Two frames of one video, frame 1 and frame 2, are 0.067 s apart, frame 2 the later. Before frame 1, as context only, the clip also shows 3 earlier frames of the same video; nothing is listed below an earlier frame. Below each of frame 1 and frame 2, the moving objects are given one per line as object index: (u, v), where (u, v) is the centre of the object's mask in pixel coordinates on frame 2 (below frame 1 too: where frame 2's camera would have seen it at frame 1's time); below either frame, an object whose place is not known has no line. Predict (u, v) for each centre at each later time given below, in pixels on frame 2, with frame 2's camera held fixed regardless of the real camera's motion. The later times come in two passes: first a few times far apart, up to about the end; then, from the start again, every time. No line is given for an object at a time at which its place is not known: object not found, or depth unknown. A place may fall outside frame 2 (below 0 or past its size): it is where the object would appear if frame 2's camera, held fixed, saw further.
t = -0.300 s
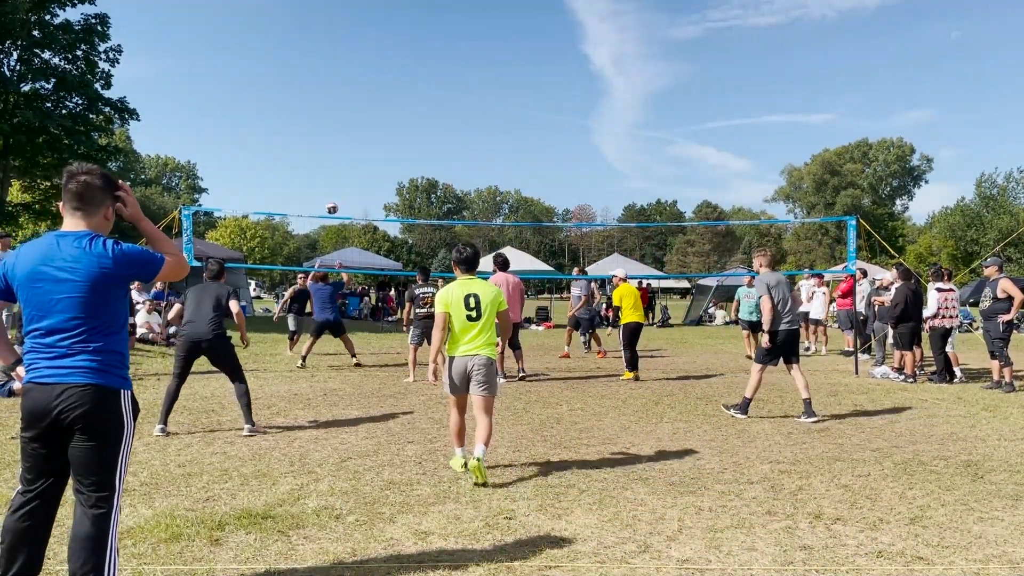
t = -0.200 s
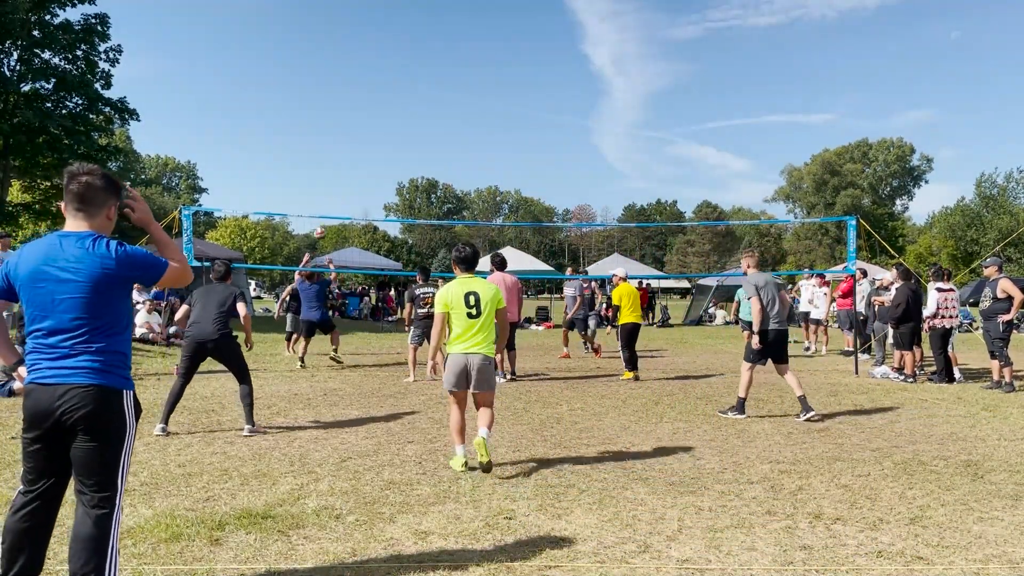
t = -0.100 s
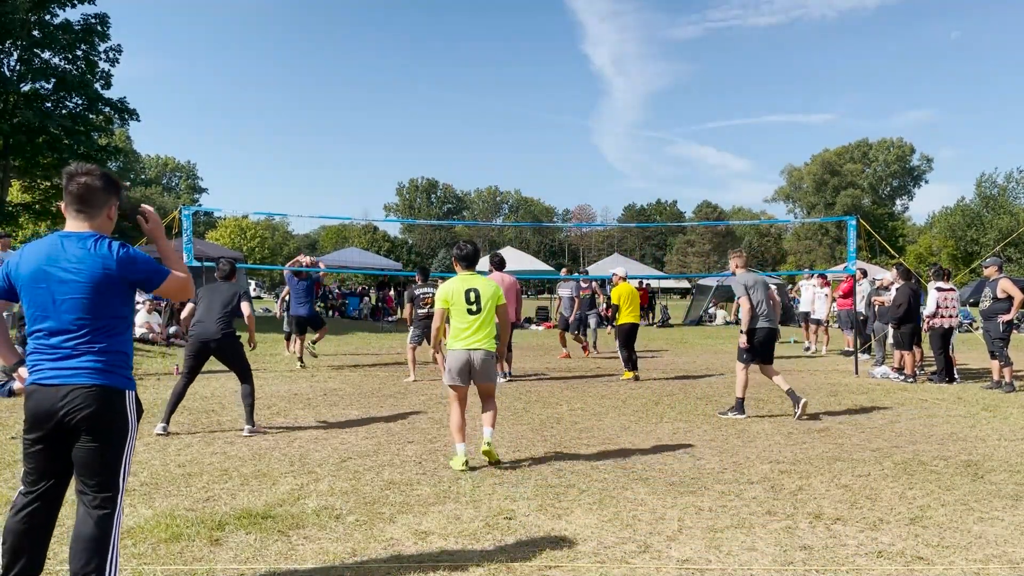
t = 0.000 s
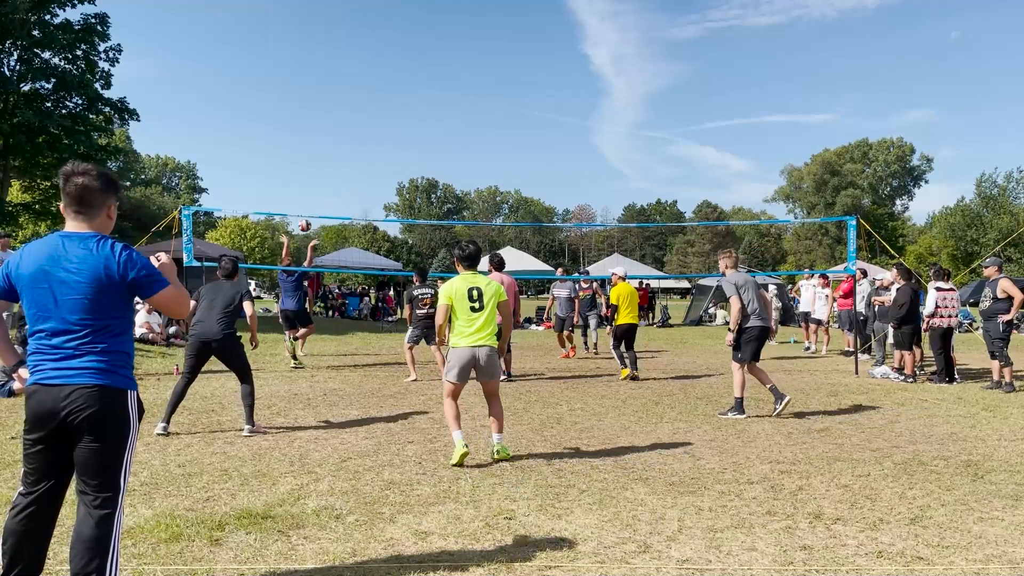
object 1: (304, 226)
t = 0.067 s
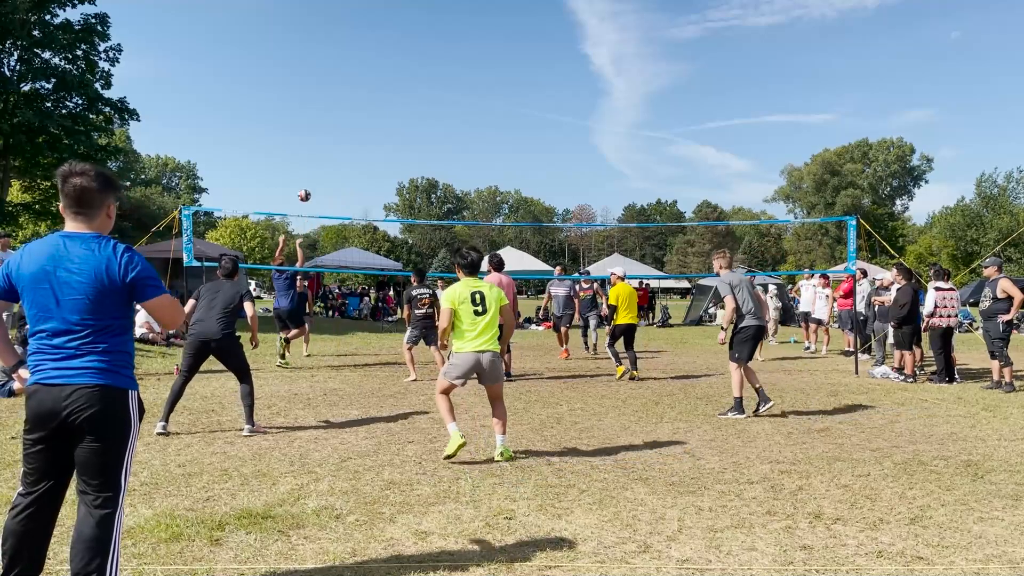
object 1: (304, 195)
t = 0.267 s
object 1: (303, 124)
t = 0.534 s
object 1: (302, 68)
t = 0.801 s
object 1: (302, 57)
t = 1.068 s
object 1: (302, 89)
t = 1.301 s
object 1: (303, 152)
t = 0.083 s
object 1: (304, 188)
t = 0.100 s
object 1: (304, 182)
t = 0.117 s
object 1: (304, 175)
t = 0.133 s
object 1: (304, 168)
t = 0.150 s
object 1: (304, 162)
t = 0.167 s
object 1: (304, 156)
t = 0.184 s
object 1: (303, 150)
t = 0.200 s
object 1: (303, 145)
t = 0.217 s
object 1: (303, 139)
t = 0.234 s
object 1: (303, 134)
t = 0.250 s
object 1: (303, 129)
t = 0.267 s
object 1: (303, 124)
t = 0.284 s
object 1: (303, 119)
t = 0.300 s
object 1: (303, 114)
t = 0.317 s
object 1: (303, 110)
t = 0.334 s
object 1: (303, 106)
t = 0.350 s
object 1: (303, 102)
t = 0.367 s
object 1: (303, 98)
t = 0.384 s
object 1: (303, 94)
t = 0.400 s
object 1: (303, 90)
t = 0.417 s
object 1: (303, 87)
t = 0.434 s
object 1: (302, 84)
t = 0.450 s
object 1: (302, 81)
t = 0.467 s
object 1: (302, 78)
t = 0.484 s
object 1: (302, 75)
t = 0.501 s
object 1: (302, 73)
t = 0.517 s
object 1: (302, 70)
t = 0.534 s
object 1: (302, 68)
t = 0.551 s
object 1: (302, 66)
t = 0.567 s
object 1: (303, 64)
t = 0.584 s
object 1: (303, 63)
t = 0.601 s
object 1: (302, 61)
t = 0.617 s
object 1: (302, 60)
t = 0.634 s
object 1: (302, 59)
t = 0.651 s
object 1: (302, 58)
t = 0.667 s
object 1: (302, 57)
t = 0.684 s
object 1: (302, 56)
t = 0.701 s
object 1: (302, 56)
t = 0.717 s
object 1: (302, 56)
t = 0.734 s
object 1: (302, 55)
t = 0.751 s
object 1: (302, 56)
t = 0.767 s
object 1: (302, 56)
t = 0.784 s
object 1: (302, 56)
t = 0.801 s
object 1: (302, 57)
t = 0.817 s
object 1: (302, 58)
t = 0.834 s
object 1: (302, 59)
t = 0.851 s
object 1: (302, 60)
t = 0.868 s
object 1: (302, 61)
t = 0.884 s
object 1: (302, 62)
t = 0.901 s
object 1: (302, 64)
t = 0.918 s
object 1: (302, 66)
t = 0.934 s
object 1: (302, 68)
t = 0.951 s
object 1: (302, 70)
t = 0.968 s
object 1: (302, 72)
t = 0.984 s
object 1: (302, 75)
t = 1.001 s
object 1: (302, 77)
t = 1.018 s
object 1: (302, 80)
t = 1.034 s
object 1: (302, 83)
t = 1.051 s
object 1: (302, 86)
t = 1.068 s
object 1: (302, 89)
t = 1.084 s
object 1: (302, 92)
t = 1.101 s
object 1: (302, 96)
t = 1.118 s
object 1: (302, 100)
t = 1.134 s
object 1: (302, 104)
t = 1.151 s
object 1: (302, 108)
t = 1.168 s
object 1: (302, 112)
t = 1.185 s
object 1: (302, 117)
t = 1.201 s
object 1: (302, 121)
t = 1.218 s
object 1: (302, 126)
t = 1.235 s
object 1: (302, 131)
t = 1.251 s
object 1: (302, 136)
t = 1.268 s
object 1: (302, 141)
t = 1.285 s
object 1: (302, 146)
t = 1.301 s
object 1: (303, 152)
